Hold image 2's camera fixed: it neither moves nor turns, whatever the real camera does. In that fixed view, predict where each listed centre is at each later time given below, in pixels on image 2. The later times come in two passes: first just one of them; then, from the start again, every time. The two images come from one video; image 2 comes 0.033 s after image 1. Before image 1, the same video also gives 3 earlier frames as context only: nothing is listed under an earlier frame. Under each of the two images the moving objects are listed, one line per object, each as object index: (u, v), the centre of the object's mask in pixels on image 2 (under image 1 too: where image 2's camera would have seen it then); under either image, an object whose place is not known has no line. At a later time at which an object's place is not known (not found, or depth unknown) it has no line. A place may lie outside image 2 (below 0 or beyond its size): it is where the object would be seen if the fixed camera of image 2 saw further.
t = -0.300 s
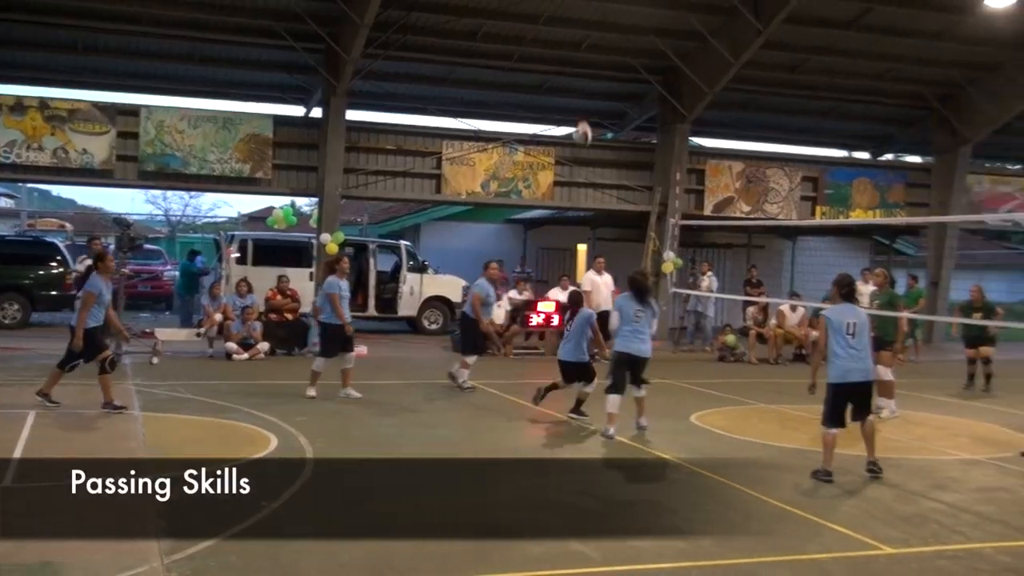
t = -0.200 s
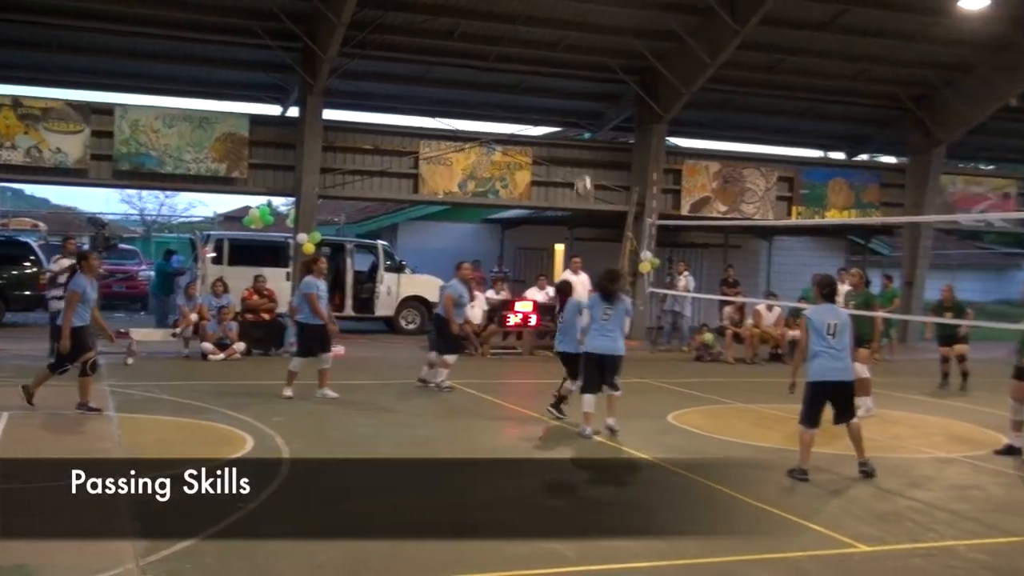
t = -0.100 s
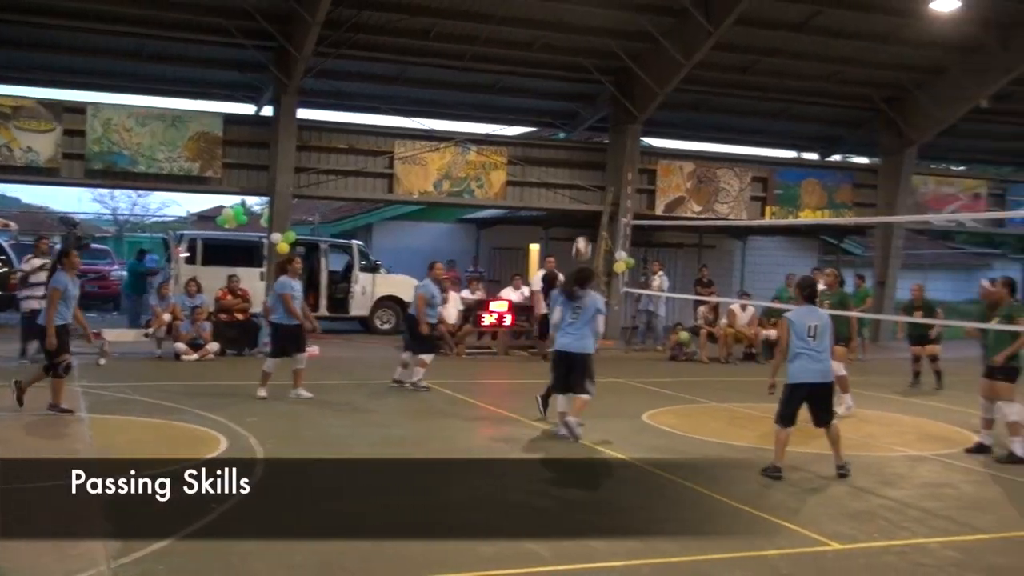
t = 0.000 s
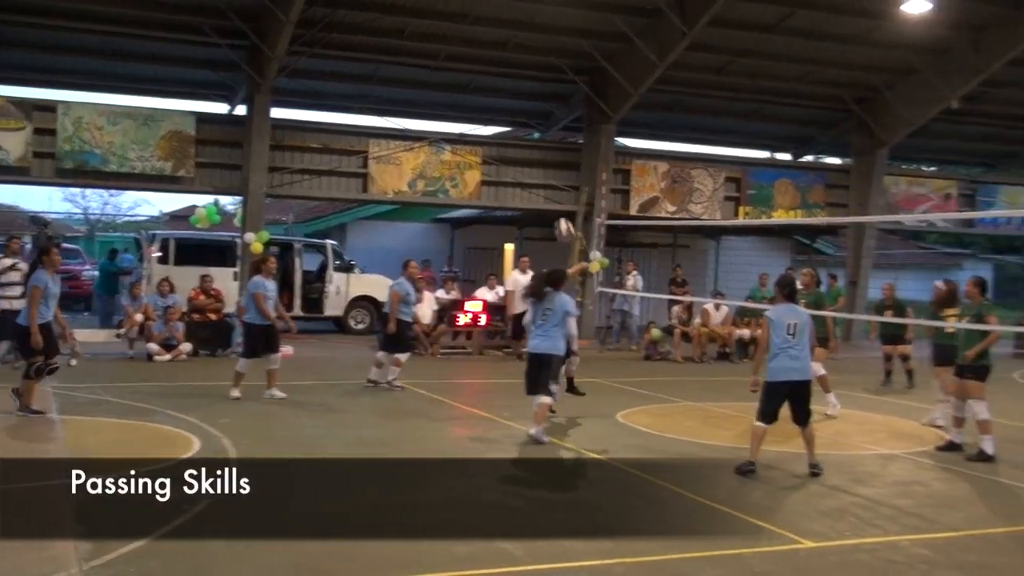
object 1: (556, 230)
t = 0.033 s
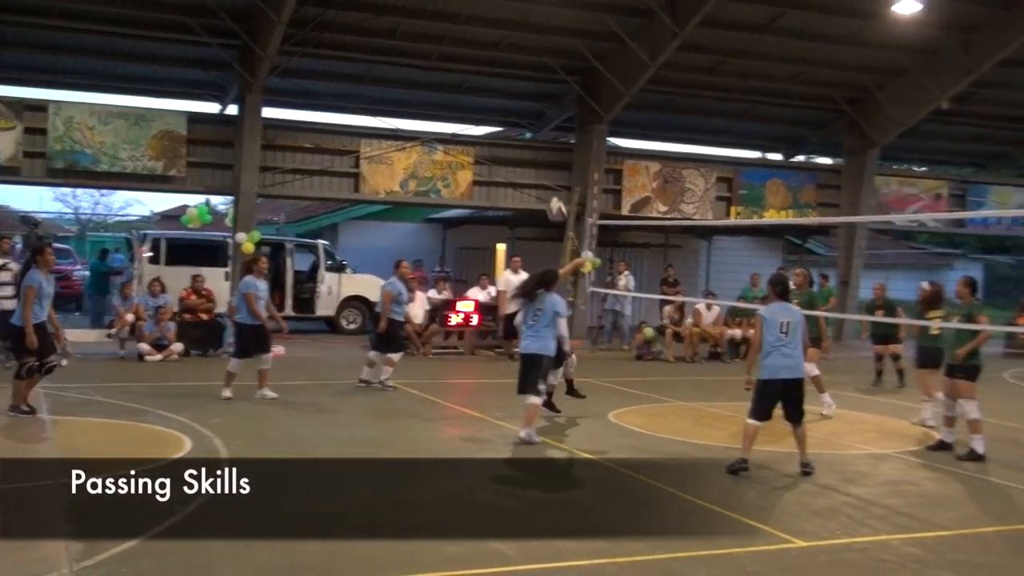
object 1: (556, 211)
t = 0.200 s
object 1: (555, 120)
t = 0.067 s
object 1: (557, 187)
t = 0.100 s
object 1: (556, 170)
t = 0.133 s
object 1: (555, 153)
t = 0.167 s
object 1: (555, 136)
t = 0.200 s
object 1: (555, 120)
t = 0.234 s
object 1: (555, 105)
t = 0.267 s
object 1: (555, 91)
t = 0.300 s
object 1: (555, 78)
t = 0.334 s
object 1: (555, 67)
